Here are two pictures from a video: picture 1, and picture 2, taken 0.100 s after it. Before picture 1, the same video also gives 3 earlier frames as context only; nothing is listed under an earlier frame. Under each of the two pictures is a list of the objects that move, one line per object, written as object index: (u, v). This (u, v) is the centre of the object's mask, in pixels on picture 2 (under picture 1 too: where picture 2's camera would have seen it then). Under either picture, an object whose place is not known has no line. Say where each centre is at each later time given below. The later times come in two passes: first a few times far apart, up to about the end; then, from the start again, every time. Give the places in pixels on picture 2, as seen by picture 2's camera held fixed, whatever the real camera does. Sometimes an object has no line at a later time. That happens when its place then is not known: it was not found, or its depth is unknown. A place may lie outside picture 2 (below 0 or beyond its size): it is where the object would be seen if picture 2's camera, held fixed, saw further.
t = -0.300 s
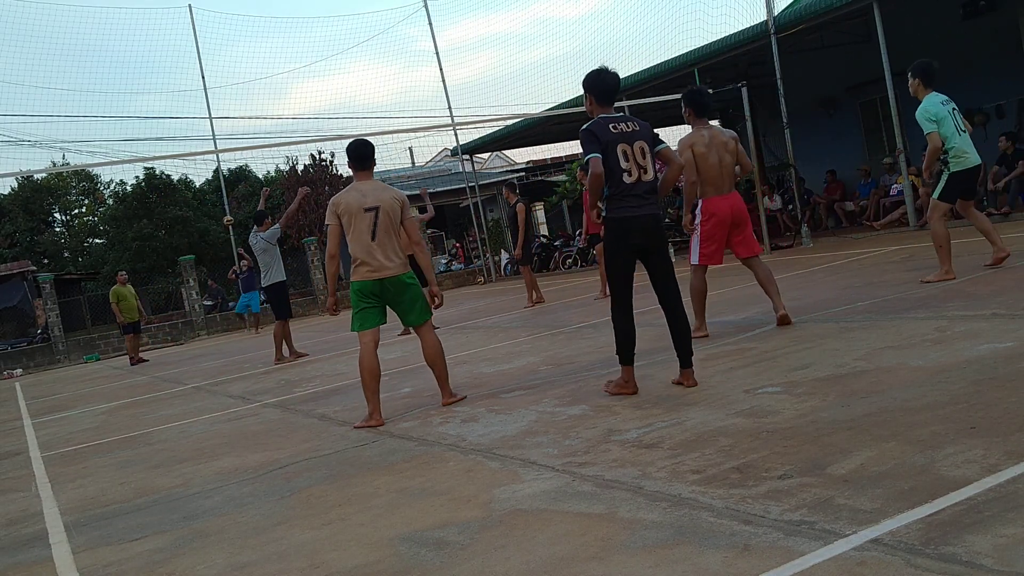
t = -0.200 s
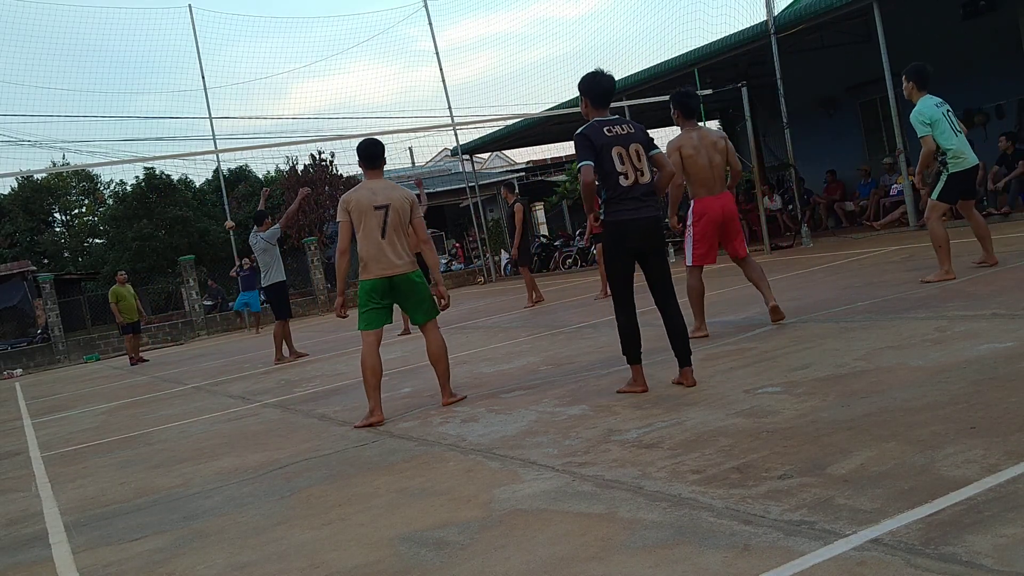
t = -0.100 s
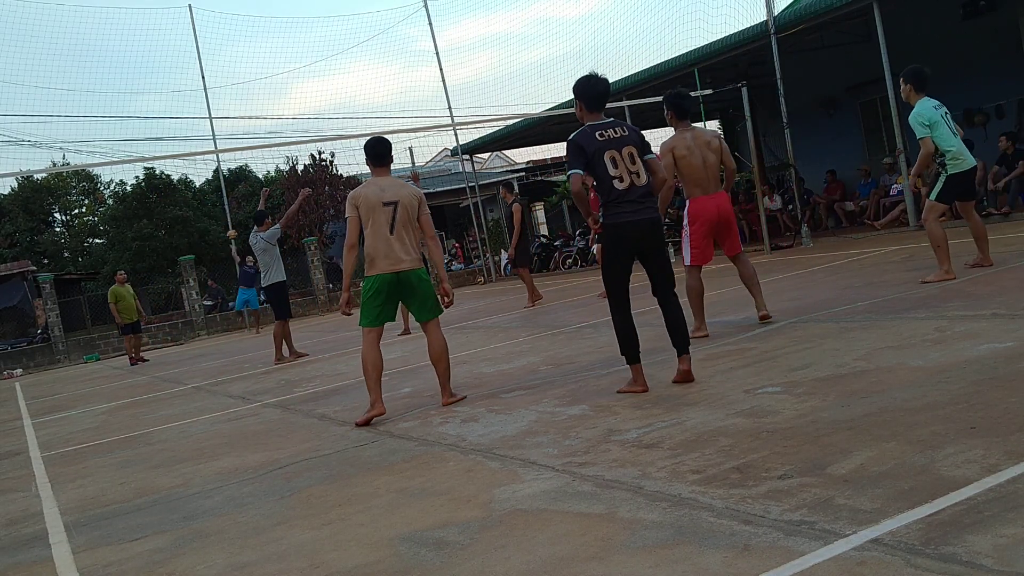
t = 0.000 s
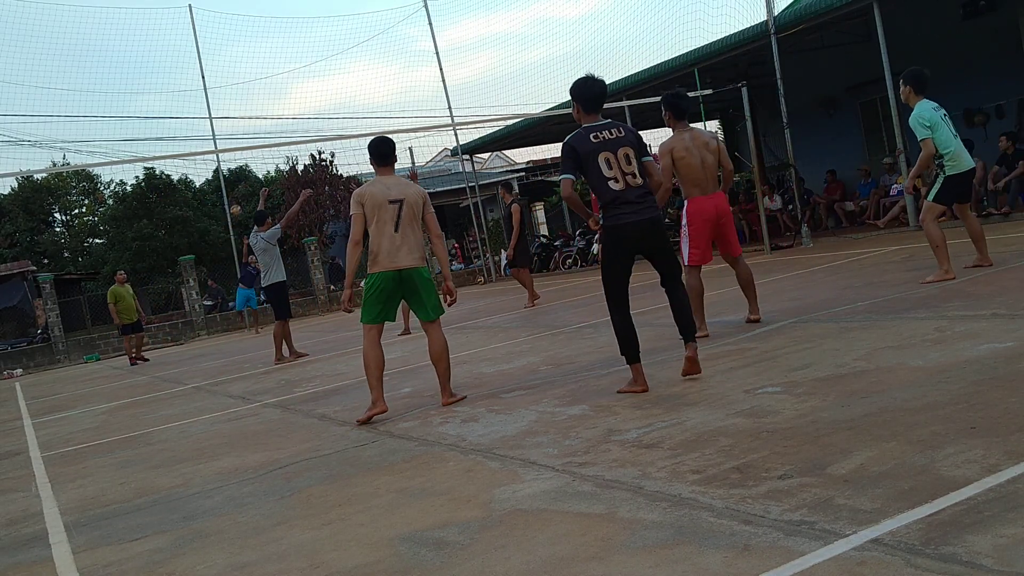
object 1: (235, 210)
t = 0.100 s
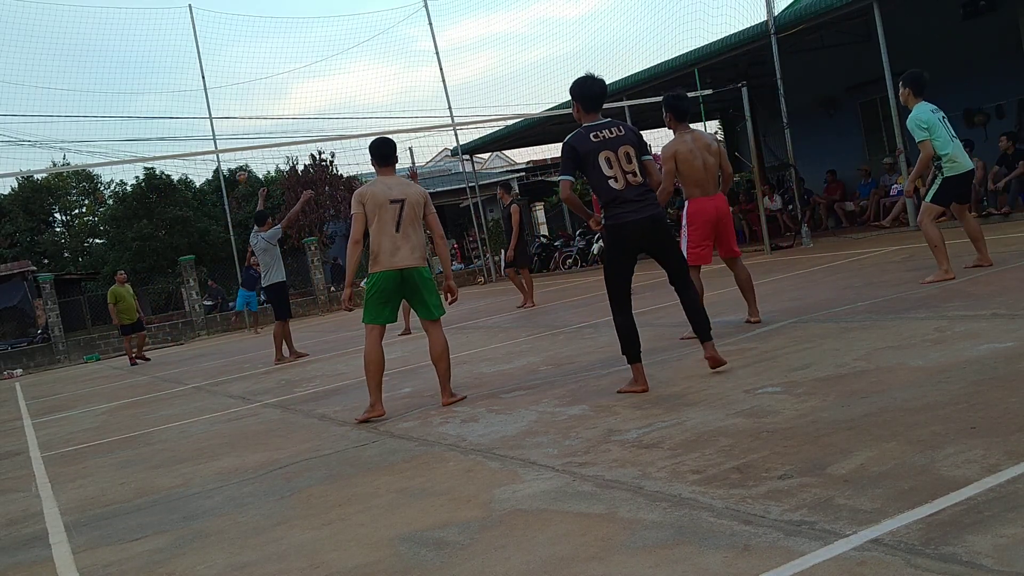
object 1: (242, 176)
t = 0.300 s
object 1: (257, 113)
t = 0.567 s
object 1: (290, 38)
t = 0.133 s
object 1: (244, 166)
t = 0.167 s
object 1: (246, 155)
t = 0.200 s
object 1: (248, 143)
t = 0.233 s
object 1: (252, 134)
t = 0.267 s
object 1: (254, 123)
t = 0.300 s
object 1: (257, 113)
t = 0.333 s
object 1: (260, 102)
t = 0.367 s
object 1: (264, 92)
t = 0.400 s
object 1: (268, 82)
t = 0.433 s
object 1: (271, 73)
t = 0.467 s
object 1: (275, 64)
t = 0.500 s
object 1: (280, 55)
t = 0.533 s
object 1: (285, 46)
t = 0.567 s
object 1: (290, 38)
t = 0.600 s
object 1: (295, 29)
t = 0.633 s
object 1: (301, 22)
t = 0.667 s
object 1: (308, 15)
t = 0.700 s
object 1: (315, 8)
